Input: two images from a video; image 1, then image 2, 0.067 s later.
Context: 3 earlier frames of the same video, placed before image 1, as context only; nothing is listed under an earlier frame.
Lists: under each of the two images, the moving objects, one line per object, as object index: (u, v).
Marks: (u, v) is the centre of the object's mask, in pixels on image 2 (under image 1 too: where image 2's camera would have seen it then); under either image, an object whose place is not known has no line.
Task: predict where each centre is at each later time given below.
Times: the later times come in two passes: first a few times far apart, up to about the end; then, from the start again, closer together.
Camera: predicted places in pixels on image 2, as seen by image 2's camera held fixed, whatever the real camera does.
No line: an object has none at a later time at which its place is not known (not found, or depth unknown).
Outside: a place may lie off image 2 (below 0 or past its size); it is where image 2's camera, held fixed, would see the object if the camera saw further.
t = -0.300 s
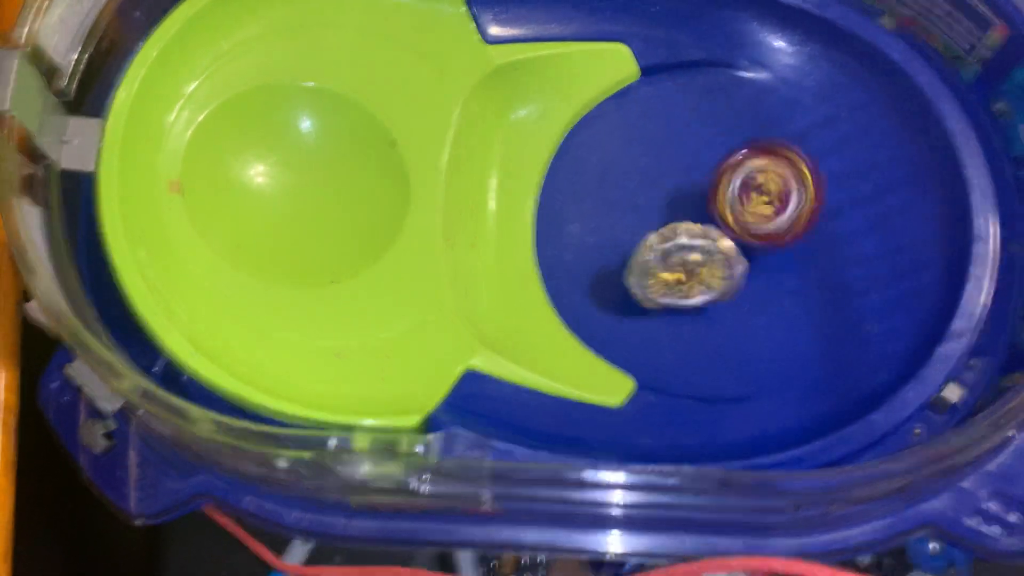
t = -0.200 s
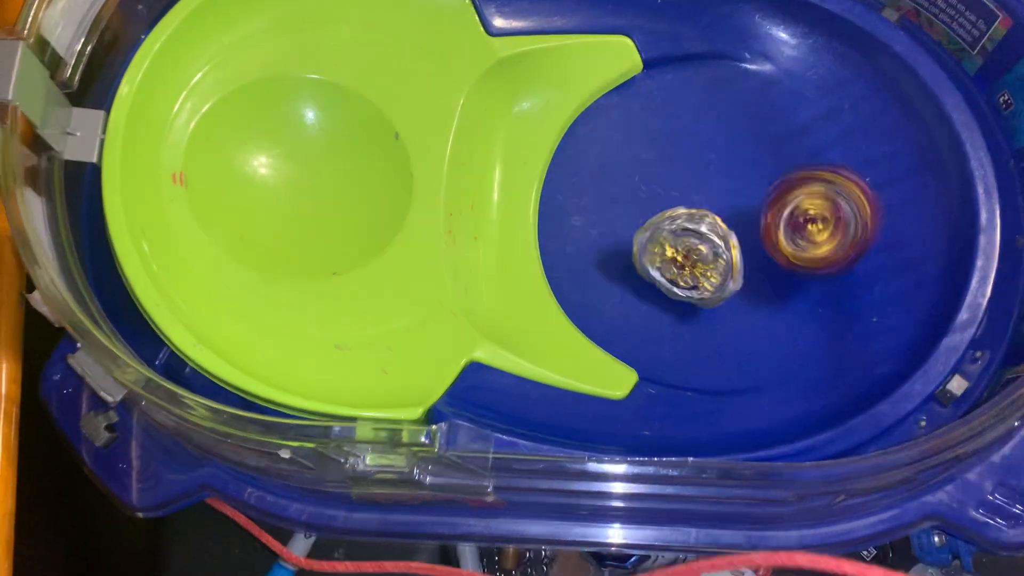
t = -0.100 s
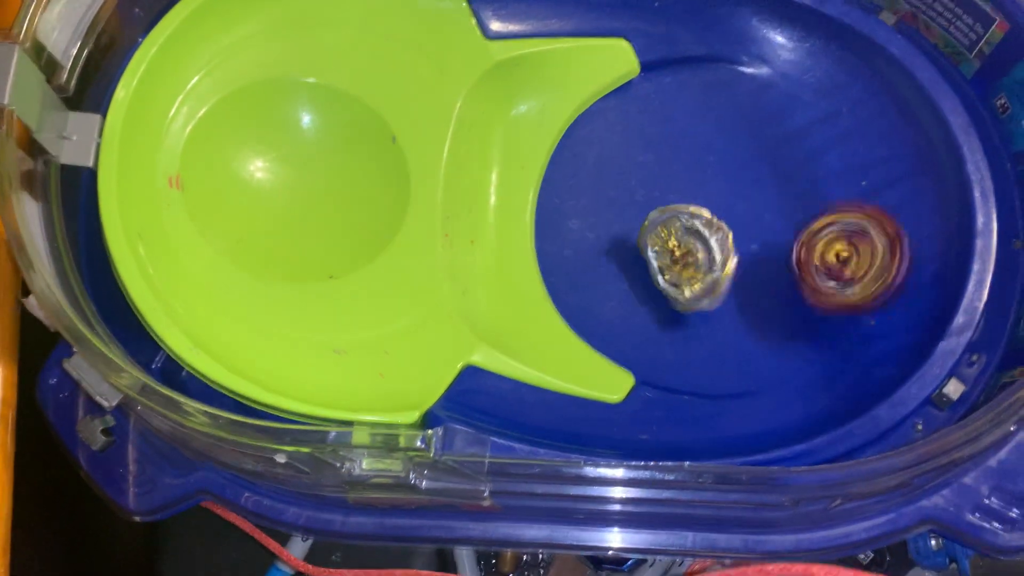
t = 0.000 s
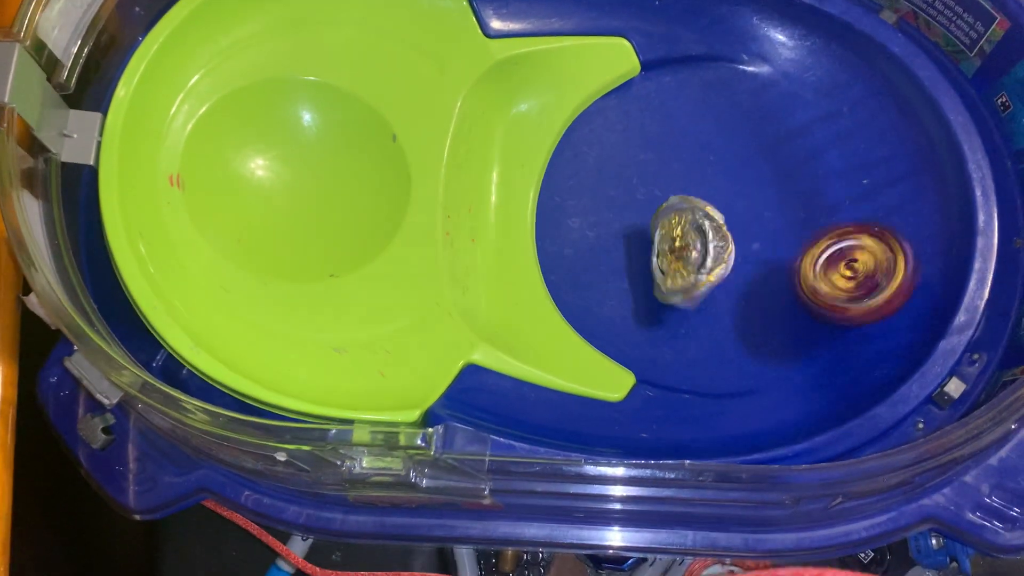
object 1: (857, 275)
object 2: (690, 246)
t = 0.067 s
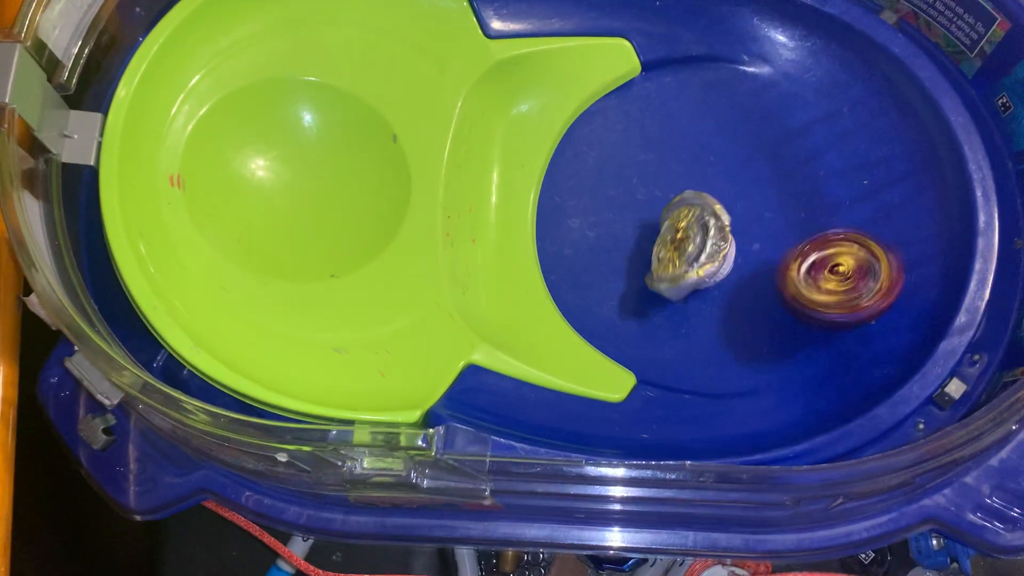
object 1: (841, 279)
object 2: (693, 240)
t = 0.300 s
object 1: (759, 298)
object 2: (685, 191)
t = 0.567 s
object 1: (685, 289)
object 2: (720, 187)
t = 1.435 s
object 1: (747, 160)
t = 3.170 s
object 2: (697, 211)
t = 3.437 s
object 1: (738, 296)
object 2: (707, 206)
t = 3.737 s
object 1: (725, 291)
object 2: (704, 204)
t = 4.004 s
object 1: (727, 288)
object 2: (707, 204)
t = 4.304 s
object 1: (727, 288)
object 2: (706, 204)
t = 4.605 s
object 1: (726, 288)
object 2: (706, 204)
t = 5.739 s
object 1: (727, 288)
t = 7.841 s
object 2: (706, 207)
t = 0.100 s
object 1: (826, 280)
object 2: (695, 236)
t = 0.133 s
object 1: (809, 280)
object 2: (697, 233)
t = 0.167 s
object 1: (791, 279)
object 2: (700, 231)
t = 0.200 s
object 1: (780, 288)
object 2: (695, 223)
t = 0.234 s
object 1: (772, 292)
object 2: (688, 208)
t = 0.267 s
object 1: (768, 295)
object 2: (685, 201)
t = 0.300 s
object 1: (759, 298)
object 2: (685, 191)
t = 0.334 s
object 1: (747, 299)
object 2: (688, 191)
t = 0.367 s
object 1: (740, 296)
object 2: (693, 192)
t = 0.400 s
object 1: (732, 294)
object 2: (697, 196)
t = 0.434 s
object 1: (721, 287)
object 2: (701, 196)
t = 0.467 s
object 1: (707, 290)
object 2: (706, 188)
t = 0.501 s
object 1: (696, 290)
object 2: (711, 184)
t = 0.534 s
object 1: (693, 291)
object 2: (715, 185)
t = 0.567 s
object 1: (685, 289)
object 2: (720, 187)
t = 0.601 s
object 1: (676, 285)
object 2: (726, 190)
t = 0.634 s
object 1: (672, 280)
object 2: (732, 192)
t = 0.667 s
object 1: (669, 274)
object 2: (737, 196)
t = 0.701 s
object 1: (665, 265)
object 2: (740, 202)
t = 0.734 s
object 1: (656, 256)
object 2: (748, 205)
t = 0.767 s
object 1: (644, 247)
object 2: (762, 206)
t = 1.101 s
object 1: (647, 158)
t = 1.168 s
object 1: (662, 155)
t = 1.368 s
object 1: (732, 158)
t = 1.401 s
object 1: (738, 161)
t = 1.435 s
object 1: (747, 160)
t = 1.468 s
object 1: (757, 162)
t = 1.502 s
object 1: (765, 169)
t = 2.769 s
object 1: (770, 227)
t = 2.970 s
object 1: (756, 285)
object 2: (663, 225)
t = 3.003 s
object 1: (755, 290)
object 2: (669, 220)
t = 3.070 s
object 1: (752, 296)
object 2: (682, 213)
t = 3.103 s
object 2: (687, 212)
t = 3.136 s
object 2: (692, 212)
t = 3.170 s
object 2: (697, 211)
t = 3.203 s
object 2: (701, 211)
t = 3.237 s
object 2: (707, 207)
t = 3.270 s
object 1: (751, 298)
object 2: (708, 207)
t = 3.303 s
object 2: (708, 206)
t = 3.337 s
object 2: (707, 207)
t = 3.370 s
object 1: (746, 298)
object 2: (707, 206)
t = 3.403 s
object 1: (742, 297)
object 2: (707, 206)
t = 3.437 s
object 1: (738, 296)
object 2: (707, 206)
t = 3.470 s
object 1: (732, 295)
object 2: (707, 206)
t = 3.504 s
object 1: (726, 294)
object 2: (708, 206)
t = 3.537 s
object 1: (721, 294)
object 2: (708, 205)
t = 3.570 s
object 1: (718, 296)
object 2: (707, 204)
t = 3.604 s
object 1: (717, 296)
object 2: (706, 204)
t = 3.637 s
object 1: (718, 296)
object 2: (705, 204)
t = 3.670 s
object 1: (720, 294)
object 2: (704, 205)
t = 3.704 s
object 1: (722, 293)
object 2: (704, 205)
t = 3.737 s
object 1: (725, 291)
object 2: (704, 204)
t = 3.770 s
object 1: (726, 290)
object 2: (704, 204)
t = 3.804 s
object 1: (726, 289)
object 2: (705, 204)
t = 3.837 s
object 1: (727, 288)
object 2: (706, 204)
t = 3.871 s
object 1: (727, 288)
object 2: (707, 204)
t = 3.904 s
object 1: (727, 288)
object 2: (707, 204)
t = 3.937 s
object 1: (727, 288)
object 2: (707, 204)
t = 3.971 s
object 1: (727, 288)
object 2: (707, 204)
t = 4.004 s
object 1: (727, 288)
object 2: (707, 204)
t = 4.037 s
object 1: (727, 288)
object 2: (707, 204)
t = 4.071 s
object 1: (727, 288)
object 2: (707, 204)
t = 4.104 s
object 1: (728, 269)
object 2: (707, 204)
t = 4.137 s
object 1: (727, 289)
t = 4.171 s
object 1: (727, 288)
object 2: (707, 204)
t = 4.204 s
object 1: (727, 288)
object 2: (707, 204)
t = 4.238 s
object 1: (727, 288)
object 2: (707, 204)
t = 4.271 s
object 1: (727, 288)
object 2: (706, 204)
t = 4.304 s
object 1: (727, 288)
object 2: (706, 204)
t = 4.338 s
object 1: (727, 288)
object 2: (706, 204)
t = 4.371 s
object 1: (727, 288)
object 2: (707, 204)
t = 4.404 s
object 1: (727, 288)
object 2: (707, 204)
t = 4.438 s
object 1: (727, 288)
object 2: (707, 204)
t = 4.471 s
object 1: (727, 288)
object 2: (707, 204)
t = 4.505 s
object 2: (706, 204)
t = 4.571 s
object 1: (726, 288)
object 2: (706, 204)
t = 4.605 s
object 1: (726, 288)
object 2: (706, 204)
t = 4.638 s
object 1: (727, 288)
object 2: (706, 204)
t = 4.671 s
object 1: (727, 288)
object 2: (706, 204)
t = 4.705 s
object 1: (727, 288)
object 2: (706, 204)
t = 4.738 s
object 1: (727, 288)
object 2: (706, 204)
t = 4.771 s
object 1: (727, 288)
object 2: (706, 204)
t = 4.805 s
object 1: (727, 288)
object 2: (706, 204)
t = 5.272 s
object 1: (727, 288)
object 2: (706, 204)
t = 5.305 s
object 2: (706, 205)
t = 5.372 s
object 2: (706, 205)
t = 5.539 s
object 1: (727, 288)
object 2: (706, 204)
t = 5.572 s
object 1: (727, 288)
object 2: (706, 204)
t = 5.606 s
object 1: (727, 288)
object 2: (706, 205)
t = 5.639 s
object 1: (727, 287)
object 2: (706, 204)
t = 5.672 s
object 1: (727, 287)
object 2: (706, 205)
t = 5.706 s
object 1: (727, 288)
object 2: (706, 205)
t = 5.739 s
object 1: (727, 288)
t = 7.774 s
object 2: (706, 207)
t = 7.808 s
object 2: (706, 207)
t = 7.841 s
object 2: (706, 207)
